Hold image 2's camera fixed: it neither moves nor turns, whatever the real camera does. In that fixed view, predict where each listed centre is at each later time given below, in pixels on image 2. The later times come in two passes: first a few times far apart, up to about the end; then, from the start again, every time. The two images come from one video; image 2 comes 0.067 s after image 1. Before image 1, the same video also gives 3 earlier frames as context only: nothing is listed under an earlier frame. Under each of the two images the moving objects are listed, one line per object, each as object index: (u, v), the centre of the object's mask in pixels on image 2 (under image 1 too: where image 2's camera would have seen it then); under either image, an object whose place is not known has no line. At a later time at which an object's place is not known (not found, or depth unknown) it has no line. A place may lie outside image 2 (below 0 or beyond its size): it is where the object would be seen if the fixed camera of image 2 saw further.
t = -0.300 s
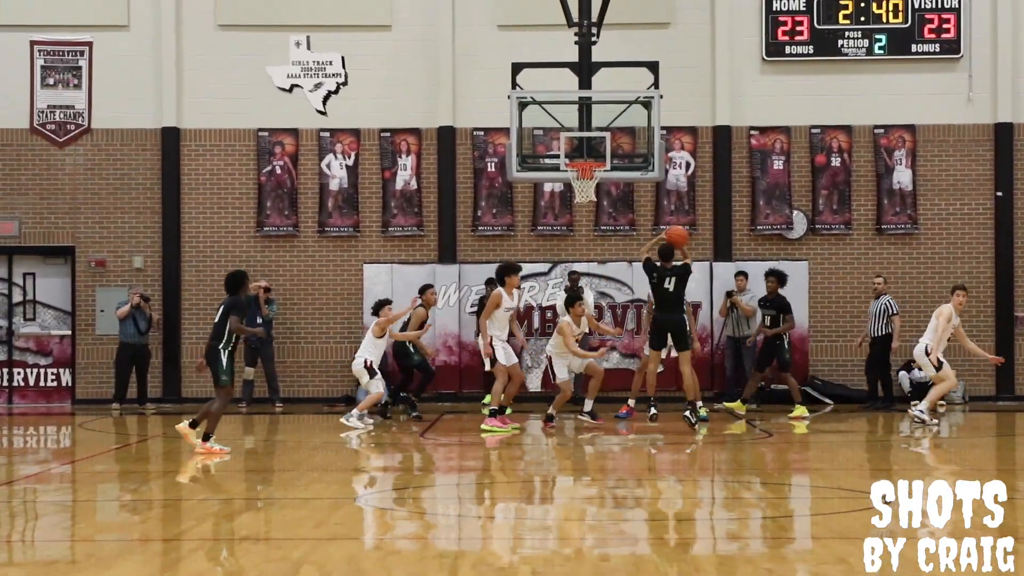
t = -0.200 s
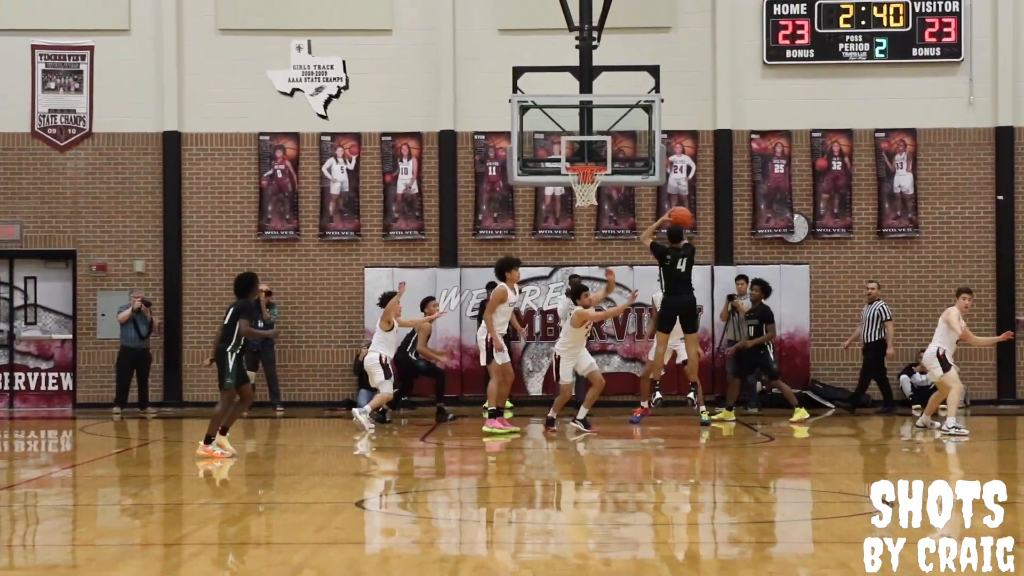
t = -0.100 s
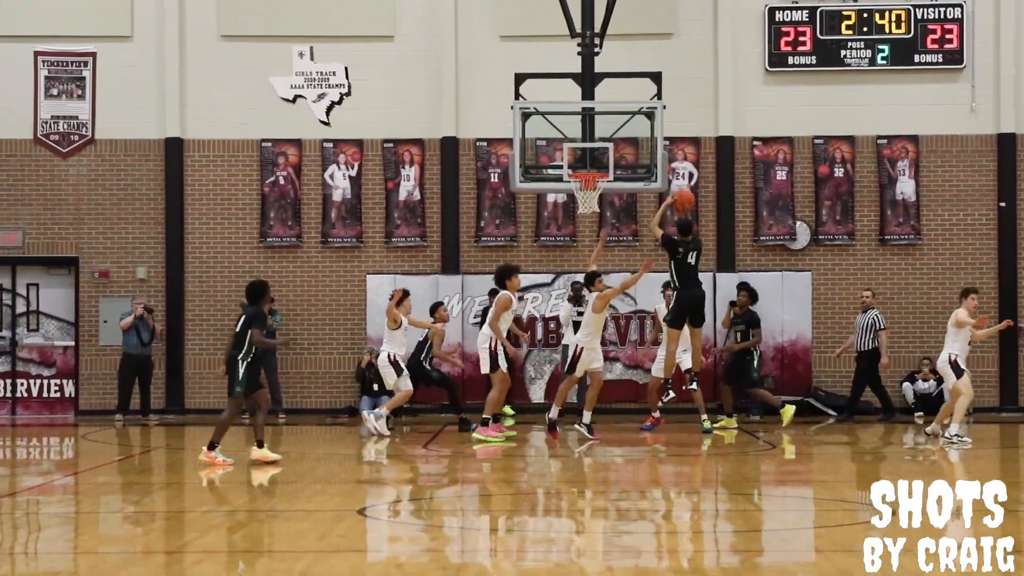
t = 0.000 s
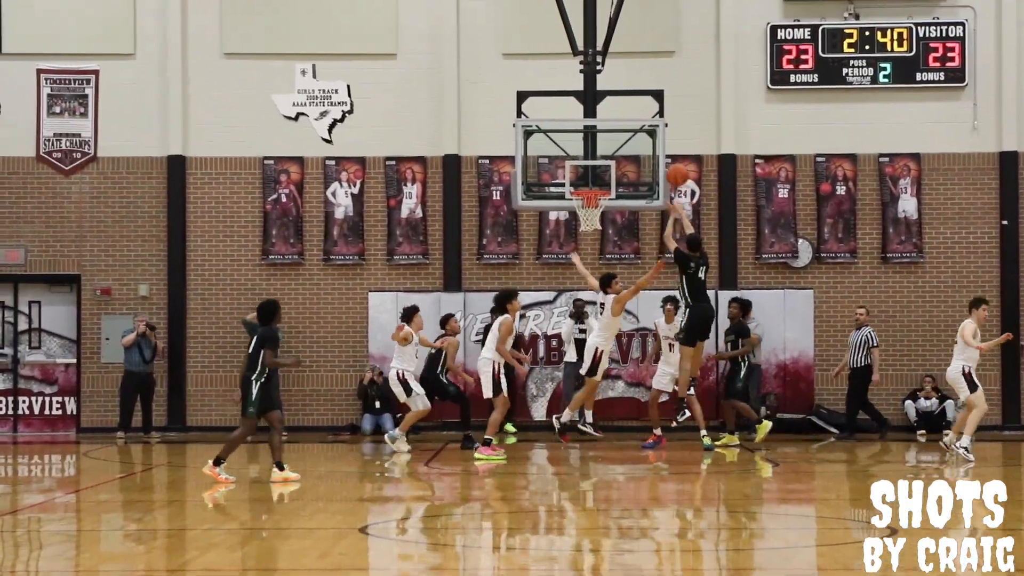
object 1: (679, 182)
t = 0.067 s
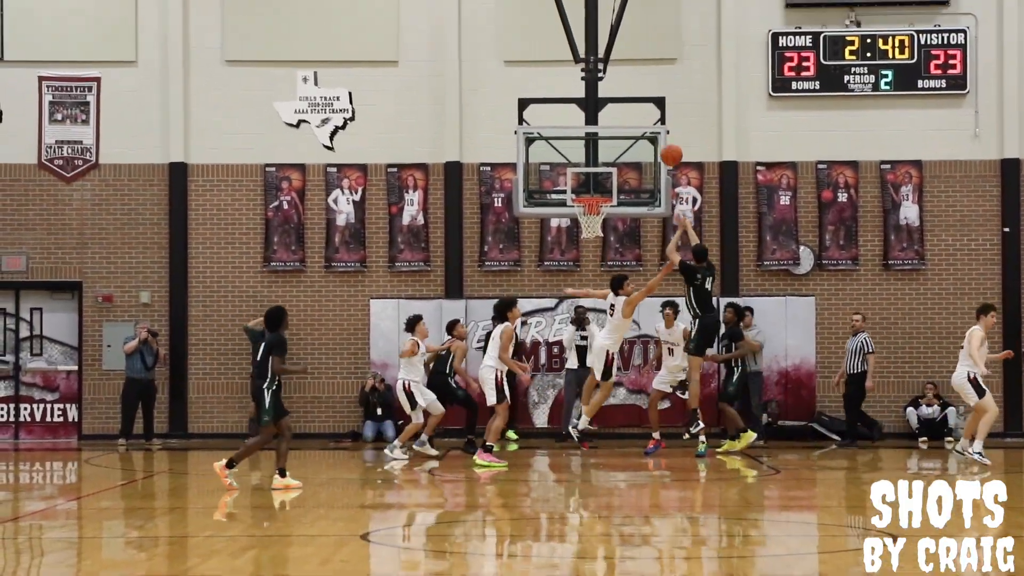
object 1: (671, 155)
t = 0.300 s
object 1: (647, 95)
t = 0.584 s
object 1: (621, 89)
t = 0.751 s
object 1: (607, 117)
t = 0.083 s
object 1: (670, 149)
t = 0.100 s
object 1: (668, 143)
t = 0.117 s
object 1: (666, 138)
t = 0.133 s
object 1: (664, 132)
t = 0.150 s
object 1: (662, 127)
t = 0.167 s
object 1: (660, 123)
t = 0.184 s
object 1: (659, 118)
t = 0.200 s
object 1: (657, 114)
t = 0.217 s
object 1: (655, 110)
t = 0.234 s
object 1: (654, 107)
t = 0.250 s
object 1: (652, 103)
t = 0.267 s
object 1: (650, 100)
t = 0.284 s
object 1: (649, 97)
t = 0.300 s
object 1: (647, 95)
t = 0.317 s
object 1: (645, 92)
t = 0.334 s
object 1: (644, 91)
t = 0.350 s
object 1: (642, 89)
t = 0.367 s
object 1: (640, 88)
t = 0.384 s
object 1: (639, 86)
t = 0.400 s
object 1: (637, 85)
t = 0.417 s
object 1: (636, 84)
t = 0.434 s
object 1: (634, 83)
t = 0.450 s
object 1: (633, 83)
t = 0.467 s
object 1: (631, 83)
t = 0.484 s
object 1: (630, 83)
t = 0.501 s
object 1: (628, 83)
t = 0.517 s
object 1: (627, 84)
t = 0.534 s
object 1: (625, 85)
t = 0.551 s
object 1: (624, 86)
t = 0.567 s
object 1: (622, 88)
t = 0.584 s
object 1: (621, 89)
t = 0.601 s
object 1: (620, 91)
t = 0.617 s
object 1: (618, 93)
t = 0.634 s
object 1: (617, 95)
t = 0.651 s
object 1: (615, 98)
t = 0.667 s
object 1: (614, 101)
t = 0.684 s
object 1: (612, 104)
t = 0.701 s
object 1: (611, 107)
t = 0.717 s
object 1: (609, 110)
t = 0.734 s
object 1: (608, 114)
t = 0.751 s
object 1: (607, 117)
